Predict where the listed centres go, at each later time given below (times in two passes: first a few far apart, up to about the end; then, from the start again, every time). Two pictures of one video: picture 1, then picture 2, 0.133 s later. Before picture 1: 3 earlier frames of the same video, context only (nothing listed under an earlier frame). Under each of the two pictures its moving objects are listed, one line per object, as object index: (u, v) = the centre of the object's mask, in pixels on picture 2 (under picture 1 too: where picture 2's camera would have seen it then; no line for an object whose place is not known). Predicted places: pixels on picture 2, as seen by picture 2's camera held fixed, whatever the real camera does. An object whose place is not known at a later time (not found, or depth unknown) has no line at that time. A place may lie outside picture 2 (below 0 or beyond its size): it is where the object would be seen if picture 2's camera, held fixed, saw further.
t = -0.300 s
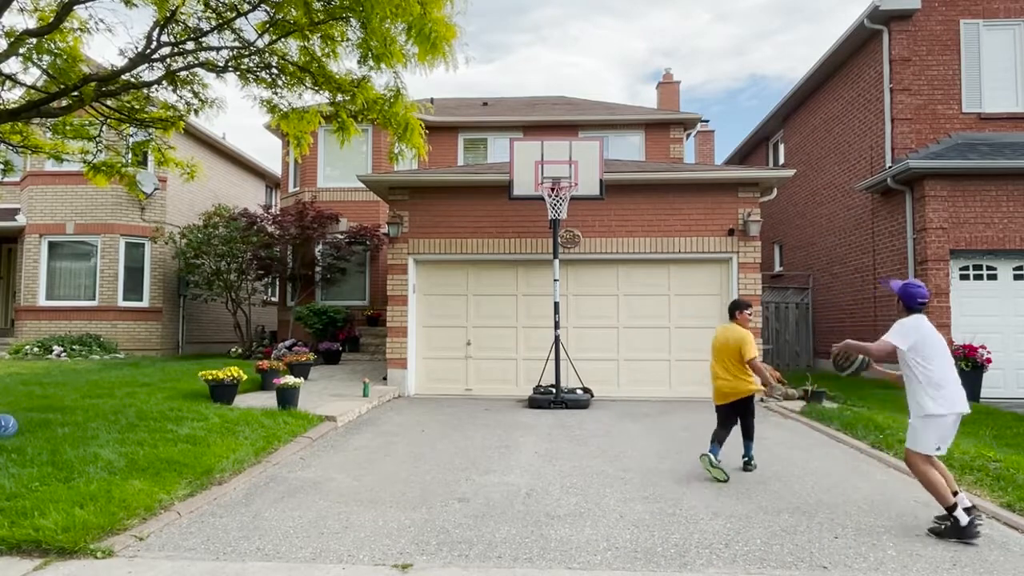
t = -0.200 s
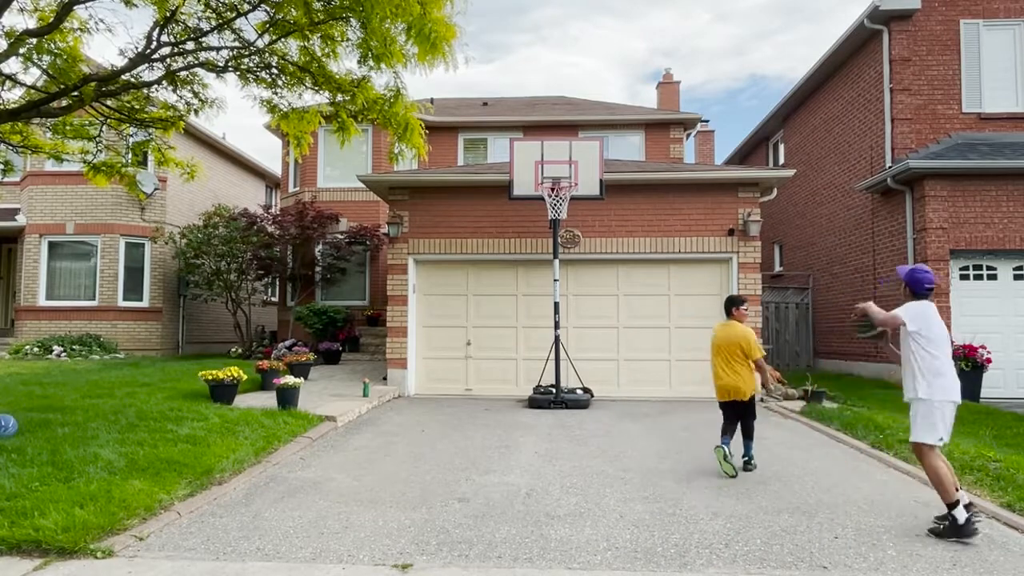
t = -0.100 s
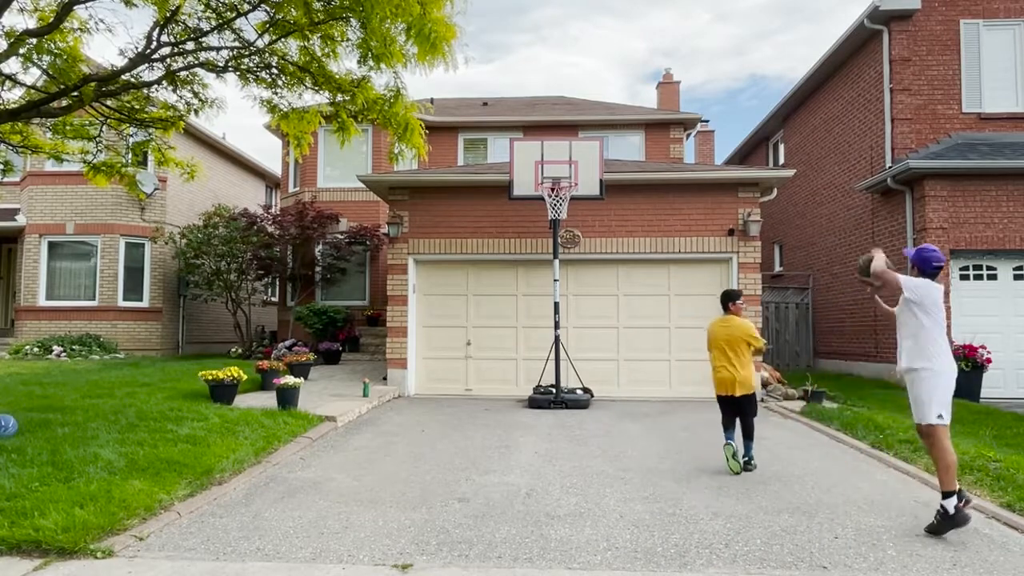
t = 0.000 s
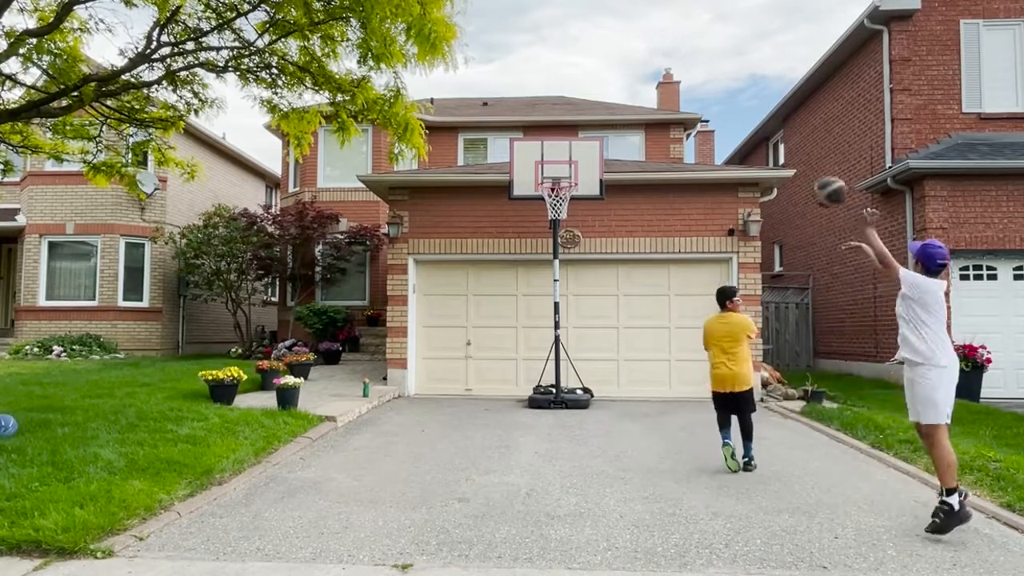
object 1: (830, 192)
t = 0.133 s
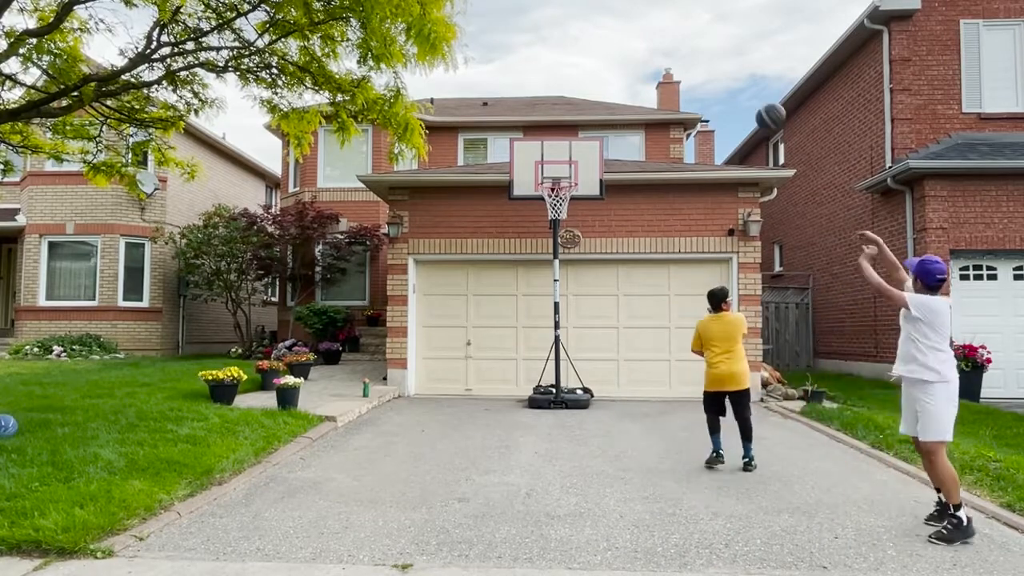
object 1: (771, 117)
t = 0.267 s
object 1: (721, 72)
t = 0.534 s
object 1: (645, 56)
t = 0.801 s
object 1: (586, 104)
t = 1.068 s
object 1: (548, 180)
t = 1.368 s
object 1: (555, 180)
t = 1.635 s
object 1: (552, 192)
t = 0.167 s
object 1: (756, 103)
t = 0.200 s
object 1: (744, 91)
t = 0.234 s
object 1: (732, 81)
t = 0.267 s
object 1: (721, 72)
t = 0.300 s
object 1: (710, 66)
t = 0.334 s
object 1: (700, 61)
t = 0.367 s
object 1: (689, 56)
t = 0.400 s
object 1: (680, 54)
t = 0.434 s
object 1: (671, 52)
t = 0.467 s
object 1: (662, 52)
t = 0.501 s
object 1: (653, 53)
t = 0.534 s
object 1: (645, 56)
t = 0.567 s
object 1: (636, 59)
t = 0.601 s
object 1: (629, 62)
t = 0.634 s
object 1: (621, 67)
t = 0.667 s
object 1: (614, 73)
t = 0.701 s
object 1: (606, 80)
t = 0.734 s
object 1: (600, 87)
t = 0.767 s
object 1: (593, 95)
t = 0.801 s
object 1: (586, 104)
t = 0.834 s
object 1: (580, 114)
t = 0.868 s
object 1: (574, 122)
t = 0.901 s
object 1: (569, 134)
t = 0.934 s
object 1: (562, 146)
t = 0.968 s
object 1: (556, 157)
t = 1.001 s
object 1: (551, 171)
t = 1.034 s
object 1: (549, 178)
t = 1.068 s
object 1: (548, 180)
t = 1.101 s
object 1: (550, 183)
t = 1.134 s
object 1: (554, 183)
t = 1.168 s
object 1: (560, 183)
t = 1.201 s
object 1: (558, 181)
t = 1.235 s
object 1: (563, 180)
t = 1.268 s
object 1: (563, 178)
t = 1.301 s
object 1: (561, 181)
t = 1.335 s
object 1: (558, 181)
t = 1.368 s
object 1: (555, 180)
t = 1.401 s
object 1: (550, 181)
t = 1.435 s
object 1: (550, 182)
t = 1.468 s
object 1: (553, 187)
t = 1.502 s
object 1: (553, 189)
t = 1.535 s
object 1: (552, 189)
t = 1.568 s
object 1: (553, 191)
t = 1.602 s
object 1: (554, 194)
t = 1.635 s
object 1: (552, 192)
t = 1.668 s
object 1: (551, 191)
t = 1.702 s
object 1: (554, 187)
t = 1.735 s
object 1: (553, 190)
